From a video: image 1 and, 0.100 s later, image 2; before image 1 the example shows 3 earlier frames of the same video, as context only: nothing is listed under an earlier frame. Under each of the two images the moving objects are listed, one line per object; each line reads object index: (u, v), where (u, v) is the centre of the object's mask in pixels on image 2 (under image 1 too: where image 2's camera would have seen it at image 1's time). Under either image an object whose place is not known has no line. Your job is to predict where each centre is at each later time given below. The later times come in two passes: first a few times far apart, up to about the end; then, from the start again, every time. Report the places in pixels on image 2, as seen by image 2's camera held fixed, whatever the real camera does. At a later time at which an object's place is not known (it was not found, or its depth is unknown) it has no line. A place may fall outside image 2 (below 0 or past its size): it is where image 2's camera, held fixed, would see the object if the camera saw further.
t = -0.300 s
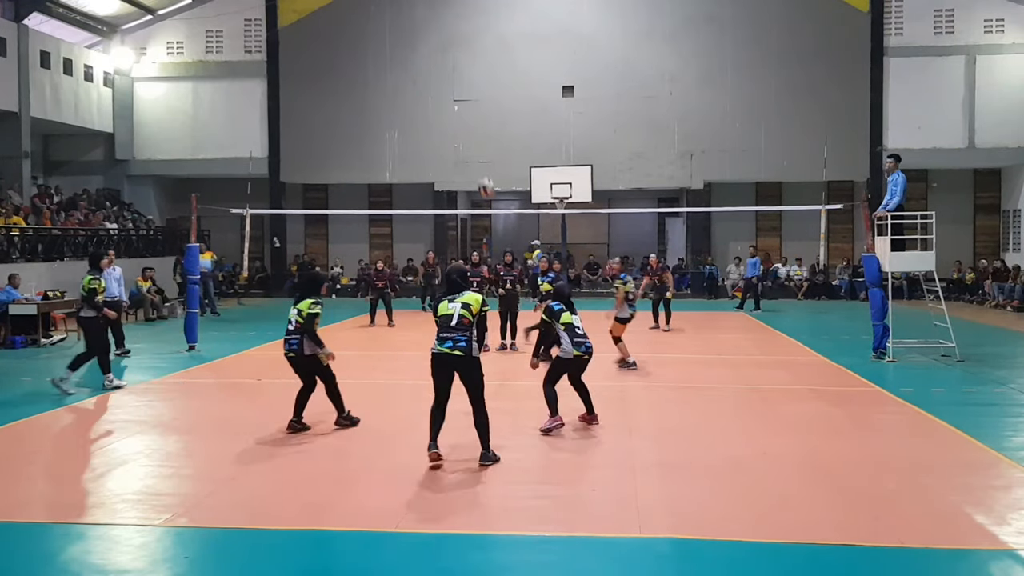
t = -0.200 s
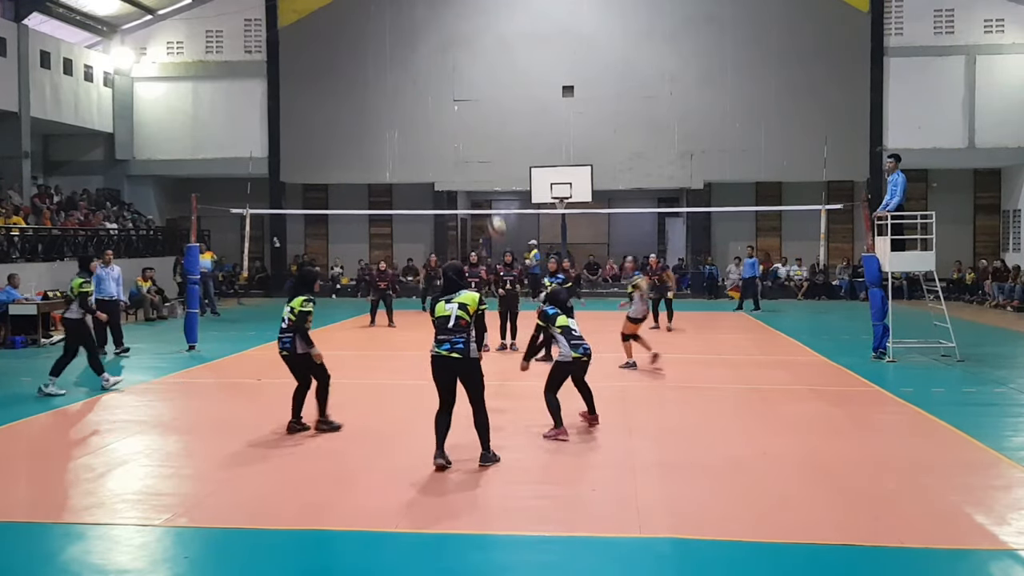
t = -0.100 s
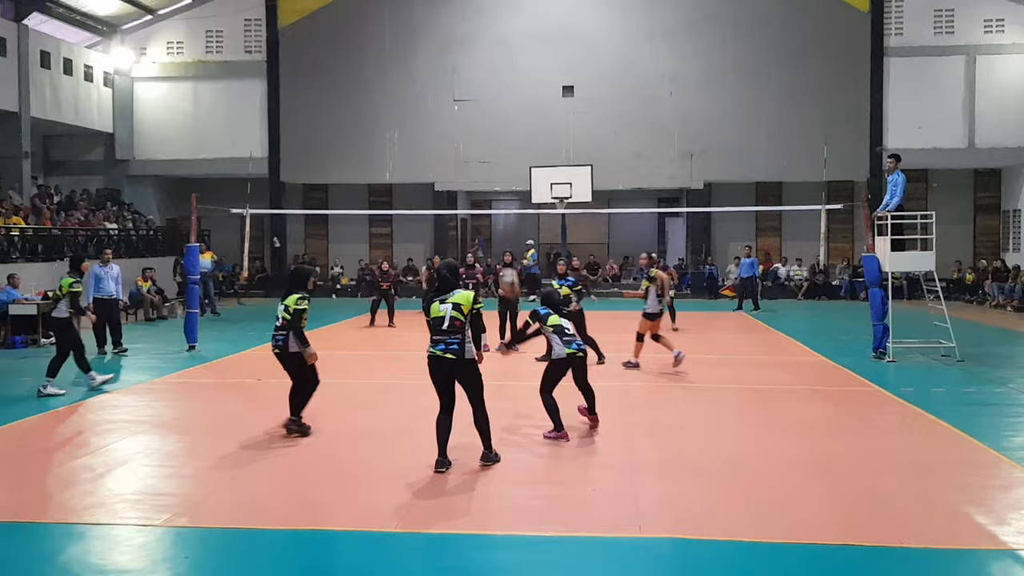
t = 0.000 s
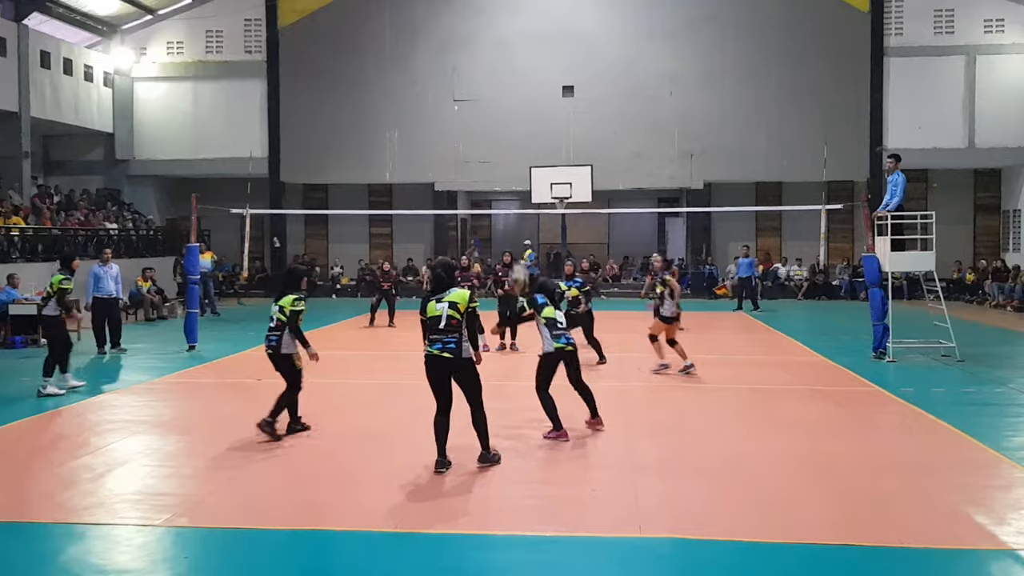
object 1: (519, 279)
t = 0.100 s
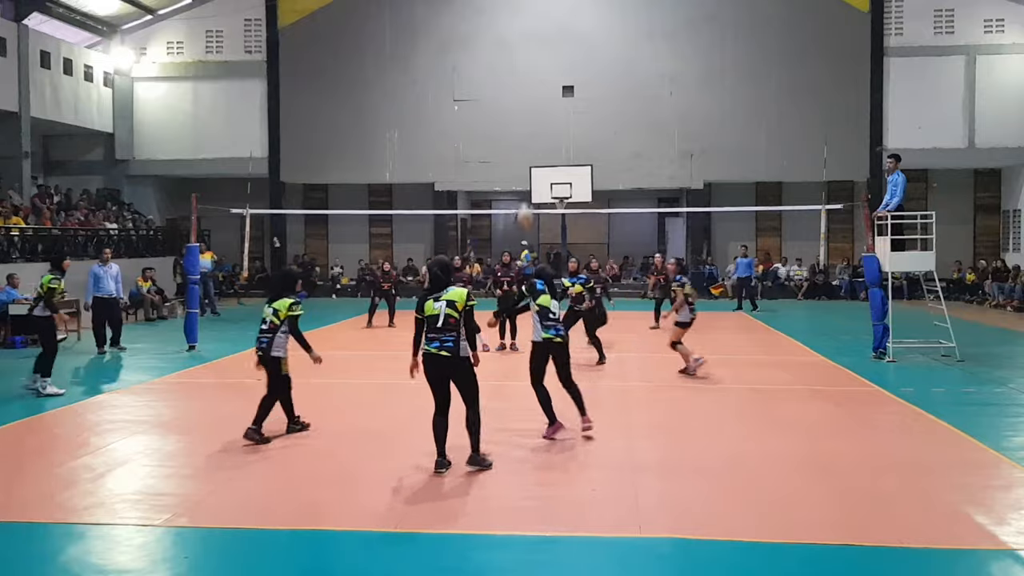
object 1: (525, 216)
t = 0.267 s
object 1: (532, 140)
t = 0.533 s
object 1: (546, 84)
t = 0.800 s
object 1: (557, 92)
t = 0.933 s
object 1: (563, 117)
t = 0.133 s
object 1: (526, 199)
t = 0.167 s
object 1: (528, 182)
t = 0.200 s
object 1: (529, 165)
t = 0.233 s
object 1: (531, 152)
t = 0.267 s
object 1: (532, 140)
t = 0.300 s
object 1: (534, 128)
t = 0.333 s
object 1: (536, 119)
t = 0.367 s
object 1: (538, 110)
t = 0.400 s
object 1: (539, 102)
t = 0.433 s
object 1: (541, 96)
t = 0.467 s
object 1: (542, 91)
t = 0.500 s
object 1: (544, 87)
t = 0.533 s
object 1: (546, 84)
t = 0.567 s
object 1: (547, 82)
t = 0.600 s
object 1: (549, 80)
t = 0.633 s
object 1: (550, 80)
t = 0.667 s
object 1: (552, 80)
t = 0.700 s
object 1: (553, 82)
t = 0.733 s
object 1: (555, 84)
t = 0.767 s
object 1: (556, 88)
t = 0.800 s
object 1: (557, 92)
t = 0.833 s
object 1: (559, 96)
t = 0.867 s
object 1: (560, 102)
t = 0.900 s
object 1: (561, 109)
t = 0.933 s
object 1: (563, 117)
